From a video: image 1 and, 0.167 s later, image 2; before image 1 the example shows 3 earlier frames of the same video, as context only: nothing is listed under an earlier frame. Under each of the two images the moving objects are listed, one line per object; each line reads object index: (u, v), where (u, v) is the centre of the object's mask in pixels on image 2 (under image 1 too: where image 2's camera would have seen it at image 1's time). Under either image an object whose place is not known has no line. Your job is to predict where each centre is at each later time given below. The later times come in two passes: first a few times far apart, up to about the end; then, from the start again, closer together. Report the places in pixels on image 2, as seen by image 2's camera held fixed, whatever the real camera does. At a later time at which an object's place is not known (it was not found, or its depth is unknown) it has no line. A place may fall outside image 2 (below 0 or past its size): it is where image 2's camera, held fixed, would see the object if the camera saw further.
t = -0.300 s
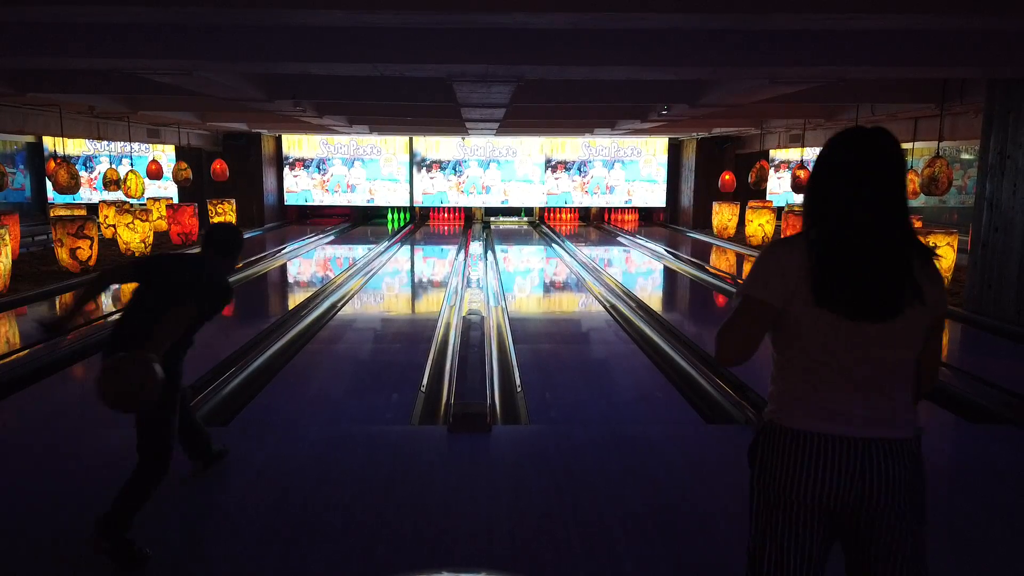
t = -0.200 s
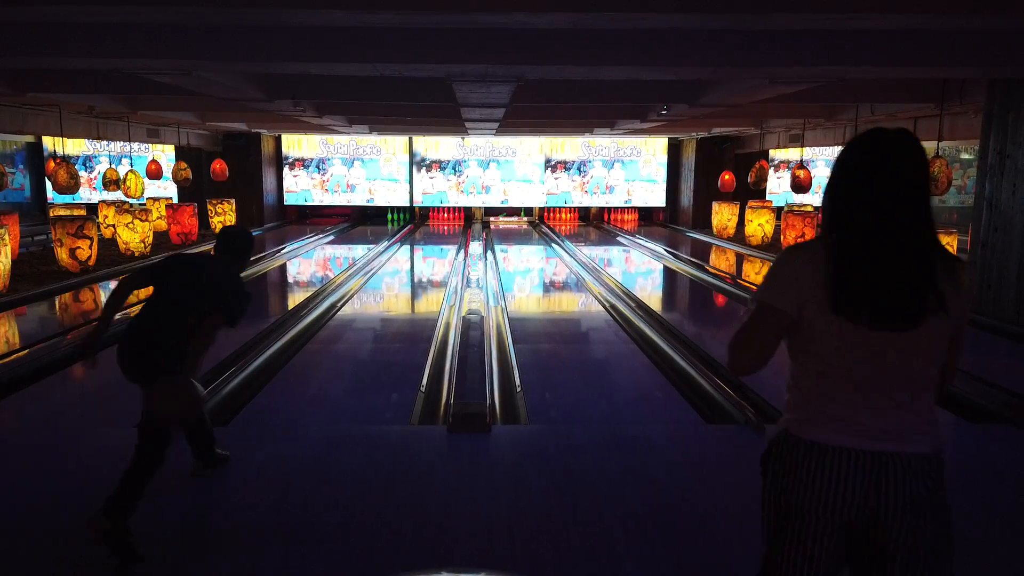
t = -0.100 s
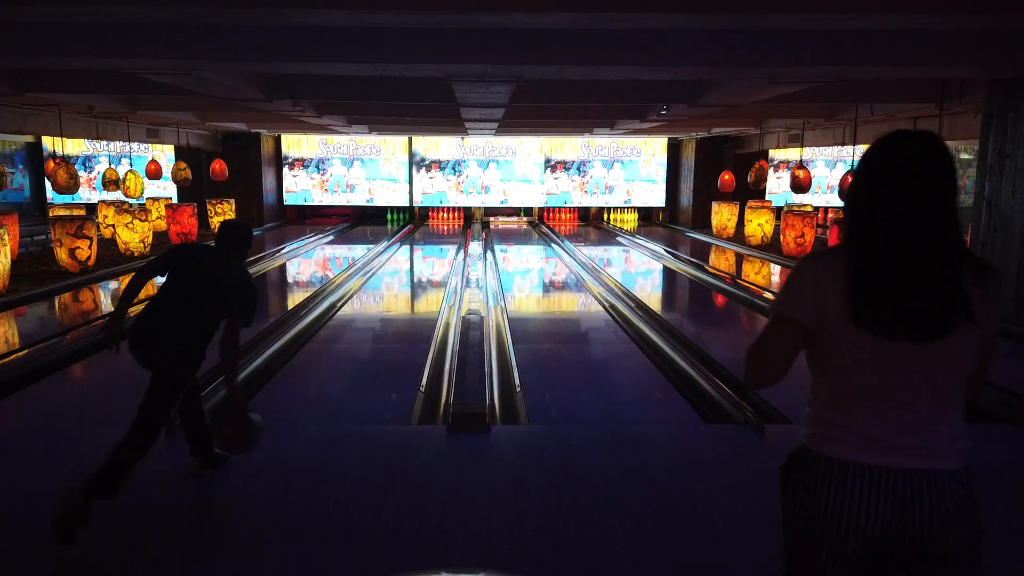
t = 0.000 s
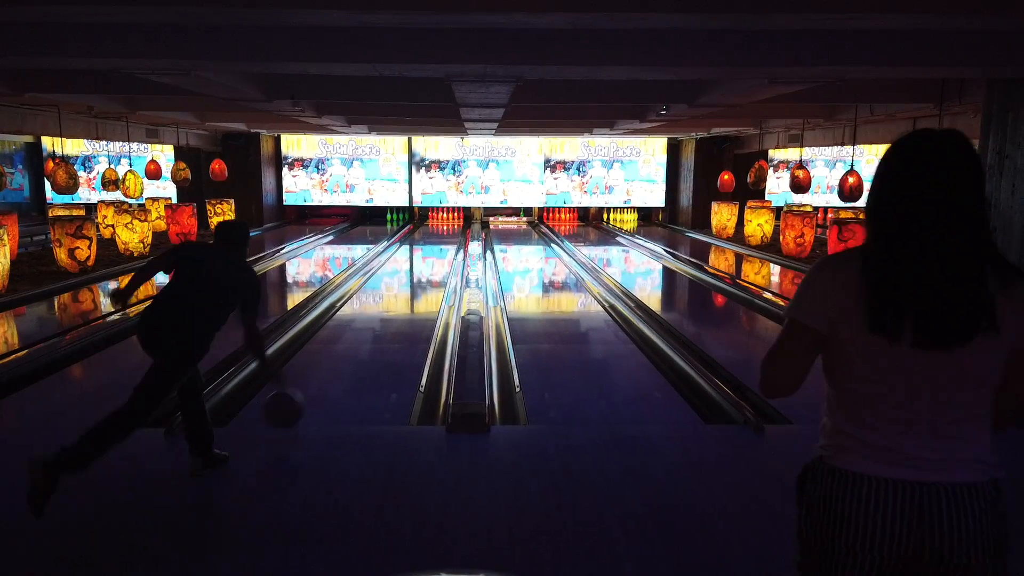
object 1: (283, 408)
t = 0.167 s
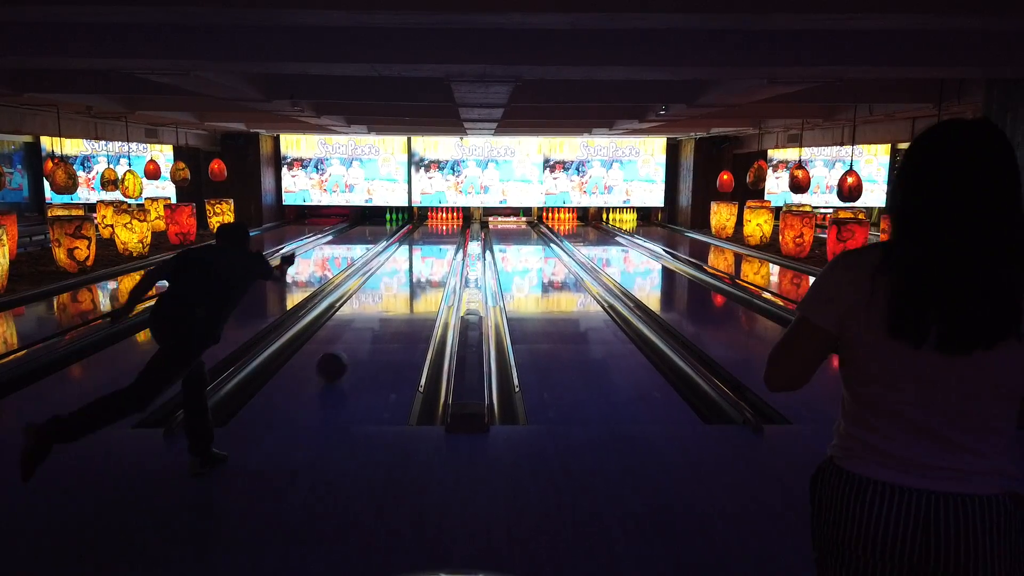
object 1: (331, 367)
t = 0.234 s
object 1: (345, 351)
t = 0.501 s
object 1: (383, 307)
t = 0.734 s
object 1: (404, 283)
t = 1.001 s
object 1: (419, 265)
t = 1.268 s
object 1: (431, 252)
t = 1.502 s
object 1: (438, 242)
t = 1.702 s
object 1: (443, 236)
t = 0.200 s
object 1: (338, 359)
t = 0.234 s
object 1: (345, 351)
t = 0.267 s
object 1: (351, 344)
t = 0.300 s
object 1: (356, 338)
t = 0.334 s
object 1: (362, 332)
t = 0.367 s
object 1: (366, 326)
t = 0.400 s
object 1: (371, 321)
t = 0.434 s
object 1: (375, 316)
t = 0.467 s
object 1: (379, 312)
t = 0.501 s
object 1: (383, 307)
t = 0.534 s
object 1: (387, 303)
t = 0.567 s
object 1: (390, 299)
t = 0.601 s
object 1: (393, 296)
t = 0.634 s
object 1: (396, 292)
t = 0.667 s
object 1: (399, 289)
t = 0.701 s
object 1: (401, 286)
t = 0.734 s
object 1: (404, 283)
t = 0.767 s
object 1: (406, 281)
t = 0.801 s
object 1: (408, 278)
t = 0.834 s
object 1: (410, 276)
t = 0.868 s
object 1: (412, 273)
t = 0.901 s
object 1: (414, 271)
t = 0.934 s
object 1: (416, 269)
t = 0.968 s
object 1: (418, 267)
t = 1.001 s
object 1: (419, 265)
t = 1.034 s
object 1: (421, 263)
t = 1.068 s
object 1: (423, 261)
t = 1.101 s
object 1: (424, 259)
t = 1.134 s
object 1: (426, 258)
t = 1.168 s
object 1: (427, 256)
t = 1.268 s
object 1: (431, 252)
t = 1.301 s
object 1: (432, 250)
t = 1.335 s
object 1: (433, 249)
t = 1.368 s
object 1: (434, 247)
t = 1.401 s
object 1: (435, 246)
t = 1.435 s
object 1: (436, 245)
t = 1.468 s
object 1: (437, 244)
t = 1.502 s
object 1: (438, 242)
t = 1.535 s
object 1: (439, 241)
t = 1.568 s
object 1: (440, 240)
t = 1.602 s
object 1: (440, 239)
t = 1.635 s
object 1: (441, 238)
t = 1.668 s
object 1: (442, 237)
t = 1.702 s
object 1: (443, 236)
